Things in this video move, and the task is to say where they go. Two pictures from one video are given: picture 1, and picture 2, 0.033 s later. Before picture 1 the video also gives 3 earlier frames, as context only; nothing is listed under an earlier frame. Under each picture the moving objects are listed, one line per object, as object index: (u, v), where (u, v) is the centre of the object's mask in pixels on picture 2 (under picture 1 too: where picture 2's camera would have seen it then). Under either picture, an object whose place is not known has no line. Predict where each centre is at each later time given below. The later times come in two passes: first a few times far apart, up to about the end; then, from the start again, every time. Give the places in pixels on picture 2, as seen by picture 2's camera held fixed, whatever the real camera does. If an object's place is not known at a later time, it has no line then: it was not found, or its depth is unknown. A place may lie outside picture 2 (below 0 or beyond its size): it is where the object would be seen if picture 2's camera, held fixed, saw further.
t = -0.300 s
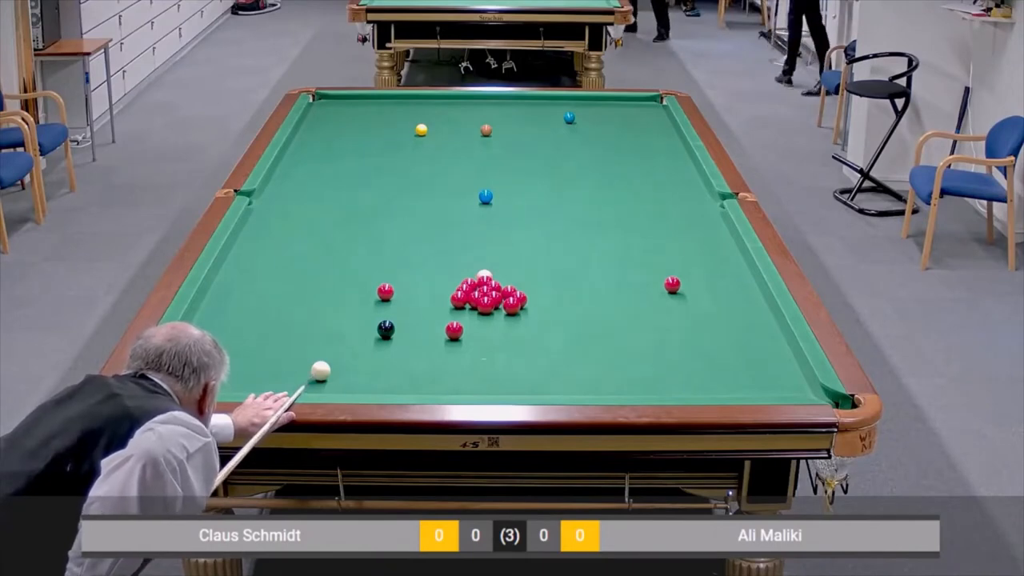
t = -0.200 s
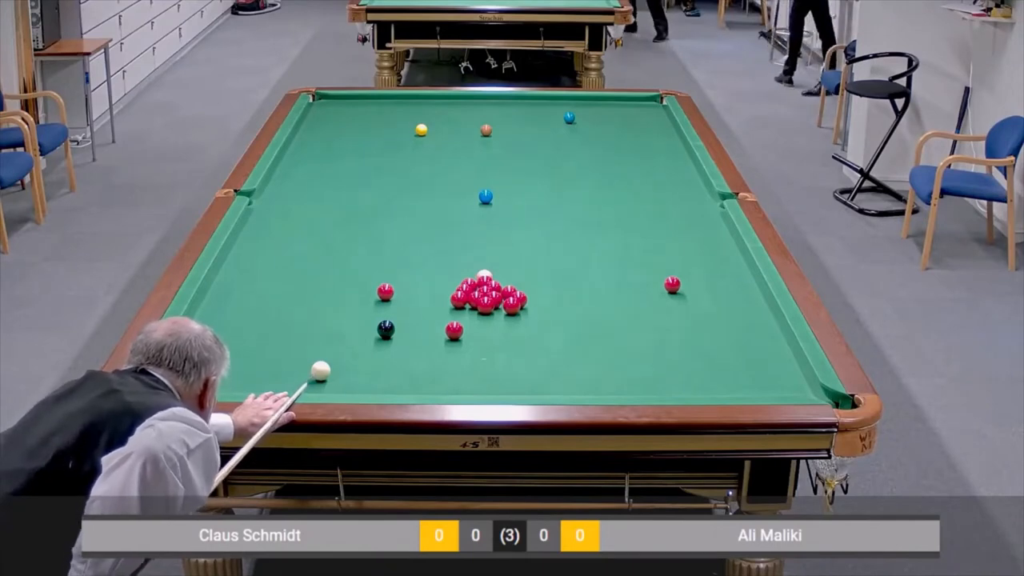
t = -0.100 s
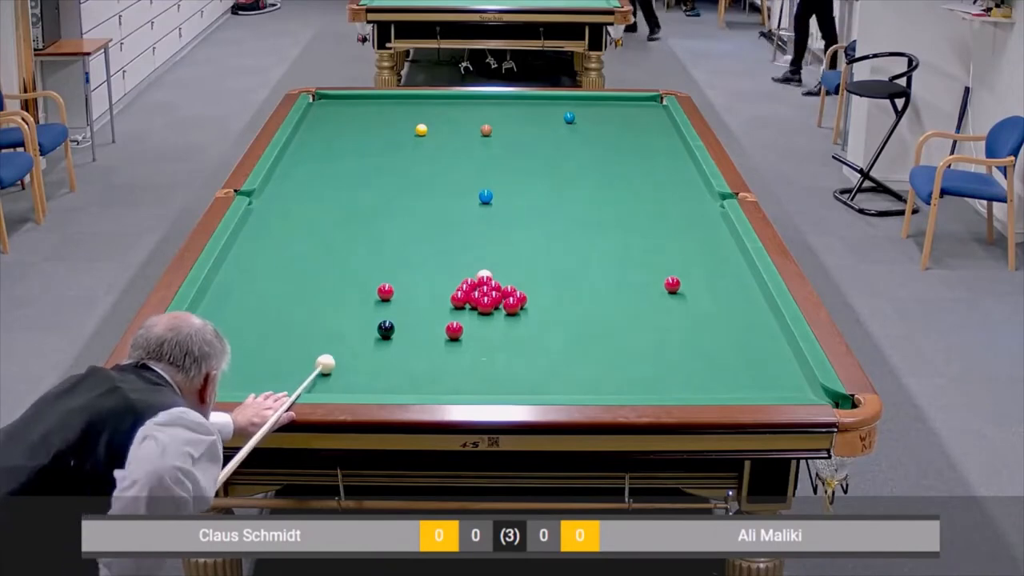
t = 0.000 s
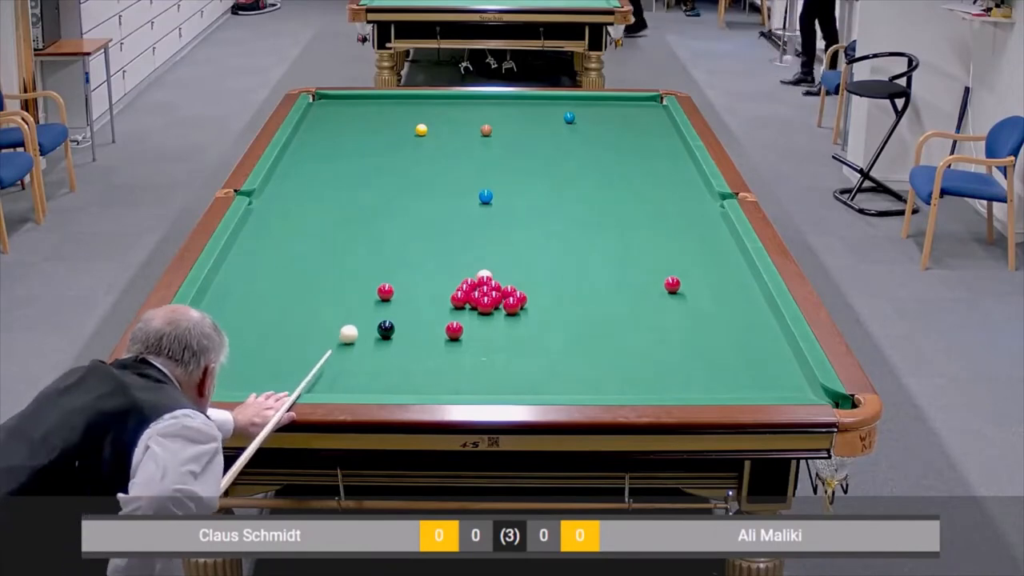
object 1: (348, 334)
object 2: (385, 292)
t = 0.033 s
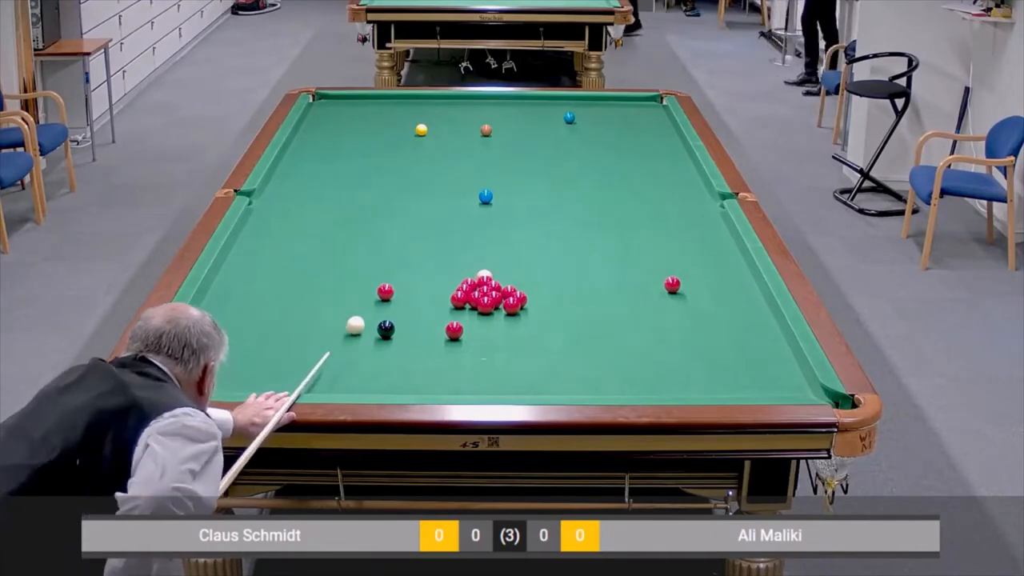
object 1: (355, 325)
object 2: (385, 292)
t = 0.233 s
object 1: (368, 295)
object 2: (408, 276)
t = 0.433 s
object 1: (356, 283)
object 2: (450, 247)
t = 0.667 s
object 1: (349, 266)
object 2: (486, 222)
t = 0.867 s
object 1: (343, 254)
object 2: (513, 204)
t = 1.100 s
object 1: (338, 240)
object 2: (542, 185)
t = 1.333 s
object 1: (332, 228)
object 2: (567, 168)
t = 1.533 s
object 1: (328, 218)
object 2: (586, 155)
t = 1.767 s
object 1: (324, 208)
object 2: (607, 141)
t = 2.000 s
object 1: (320, 198)
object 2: (626, 129)
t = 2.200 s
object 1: (317, 191)
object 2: (640, 119)
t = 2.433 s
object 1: (313, 183)
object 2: (656, 109)
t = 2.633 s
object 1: (310, 177)
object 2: (653, 101)
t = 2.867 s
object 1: (307, 170)
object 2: (653, 102)
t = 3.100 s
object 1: (305, 164)
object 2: (657, 107)
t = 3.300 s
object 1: (303, 159)
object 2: (661, 111)
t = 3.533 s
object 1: (300, 154)
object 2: (665, 116)
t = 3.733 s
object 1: (299, 150)
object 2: (668, 120)
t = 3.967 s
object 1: (297, 146)
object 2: (672, 125)
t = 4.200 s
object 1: (295, 142)
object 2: (674, 129)
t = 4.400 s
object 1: (294, 139)
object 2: (675, 133)
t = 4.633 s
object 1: (294, 136)
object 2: (676, 137)
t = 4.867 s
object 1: (297, 134)
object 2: (677, 141)
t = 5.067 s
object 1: (299, 132)
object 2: (677, 144)
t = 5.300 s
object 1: (301, 130)
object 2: (678, 147)
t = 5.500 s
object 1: (303, 128)
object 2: (679, 150)
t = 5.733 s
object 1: (304, 127)
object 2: (680, 153)
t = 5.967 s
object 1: (306, 126)
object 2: (681, 156)
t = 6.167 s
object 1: (307, 125)
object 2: (682, 158)
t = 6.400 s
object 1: (308, 124)
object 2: (683, 160)
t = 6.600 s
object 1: (308, 124)
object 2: (683, 162)
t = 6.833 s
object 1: (309, 124)
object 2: (684, 163)
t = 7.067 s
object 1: (309, 124)
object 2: (684, 165)
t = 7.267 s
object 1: (309, 124)
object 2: (684, 165)
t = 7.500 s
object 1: (309, 124)
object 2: (684, 166)
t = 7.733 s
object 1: (309, 124)
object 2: (685, 166)
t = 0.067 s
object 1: (362, 317)
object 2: (385, 292)
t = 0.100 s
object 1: (368, 309)
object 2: (385, 292)
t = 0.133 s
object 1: (374, 301)
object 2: (386, 291)
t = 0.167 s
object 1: (374, 297)
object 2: (391, 288)
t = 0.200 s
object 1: (371, 296)
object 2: (400, 282)
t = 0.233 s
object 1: (368, 295)
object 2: (408, 276)
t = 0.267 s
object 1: (365, 293)
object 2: (417, 270)
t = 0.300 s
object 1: (363, 291)
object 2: (424, 265)
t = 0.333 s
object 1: (360, 289)
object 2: (431, 260)
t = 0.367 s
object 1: (359, 287)
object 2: (438, 256)
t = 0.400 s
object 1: (357, 285)
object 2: (444, 251)
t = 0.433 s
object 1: (356, 283)
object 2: (450, 247)
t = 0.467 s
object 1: (355, 280)
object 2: (456, 243)
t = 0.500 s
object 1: (354, 278)
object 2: (461, 239)
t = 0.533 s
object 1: (353, 276)
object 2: (466, 236)
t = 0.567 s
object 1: (352, 273)
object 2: (472, 232)
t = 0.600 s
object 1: (351, 271)
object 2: (476, 229)
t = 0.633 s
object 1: (350, 269)
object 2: (481, 226)
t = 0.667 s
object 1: (349, 266)
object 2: (486, 222)
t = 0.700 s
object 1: (348, 264)
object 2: (491, 219)
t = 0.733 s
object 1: (347, 262)
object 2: (496, 216)
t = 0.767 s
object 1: (346, 260)
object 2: (500, 213)
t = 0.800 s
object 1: (346, 258)
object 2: (505, 210)
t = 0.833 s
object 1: (345, 255)
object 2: (509, 207)
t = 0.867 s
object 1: (343, 254)
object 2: (513, 204)
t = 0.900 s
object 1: (343, 252)
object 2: (518, 201)
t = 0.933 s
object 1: (342, 250)
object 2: (522, 198)
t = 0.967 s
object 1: (341, 248)
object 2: (526, 196)
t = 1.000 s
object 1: (340, 245)
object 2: (530, 193)
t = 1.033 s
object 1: (340, 244)
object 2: (534, 191)
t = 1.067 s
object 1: (339, 242)
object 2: (538, 188)
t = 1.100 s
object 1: (338, 240)
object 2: (542, 185)
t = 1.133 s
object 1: (337, 238)
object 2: (546, 183)
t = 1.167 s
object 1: (336, 236)
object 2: (549, 180)
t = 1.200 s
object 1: (335, 235)
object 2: (553, 177)
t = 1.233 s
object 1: (335, 233)
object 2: (556, 175)
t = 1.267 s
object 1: (334, 231)
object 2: (560, 173)
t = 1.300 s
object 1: (333, 229)
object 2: (564, 170)
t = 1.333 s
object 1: (332, 228)
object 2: (567, 168)
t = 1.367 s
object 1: (332, 226)
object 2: (570, 166)
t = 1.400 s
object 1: (331, 224)
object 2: (574, 163)
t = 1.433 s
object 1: (330, 223)
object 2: (577, 161)
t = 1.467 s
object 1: (330, 221)
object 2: (580, 160)
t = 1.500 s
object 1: (329, 219)
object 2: (584, 157)
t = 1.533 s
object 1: (328, 218)
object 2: (586, 155)
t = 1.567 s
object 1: (327, 216)
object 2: (590, 153)
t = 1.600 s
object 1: (327, 215)
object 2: (593, 151)
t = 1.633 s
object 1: (327, 213)
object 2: (596, 149)
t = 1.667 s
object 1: (326, 212)
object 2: (599, 147)
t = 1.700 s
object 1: (325, 210)
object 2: (601, 145)
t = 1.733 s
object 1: (324, 209)
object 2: (604, 143)
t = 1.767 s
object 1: (324, 208)
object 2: (607, 141)
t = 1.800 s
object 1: (323, 206)
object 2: (610, 139)
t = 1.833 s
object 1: (323, 205)
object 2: (613, 137)
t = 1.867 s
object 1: (322, 203)
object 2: (615, 136)
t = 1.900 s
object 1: (321, 202)
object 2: (618, 134)
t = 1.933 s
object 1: (321, 201)
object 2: (621, 132)
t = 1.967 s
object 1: (321, 199)
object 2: (623, 131)
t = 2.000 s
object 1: (320, 198)
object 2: (626, 129)
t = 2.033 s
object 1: (319, 197)
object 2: (628, 127)
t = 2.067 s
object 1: (319, 196)
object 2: (631, 126)
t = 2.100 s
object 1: (318, 194)
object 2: (633, 124)
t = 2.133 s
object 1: (318, 193)
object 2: (636, 122)
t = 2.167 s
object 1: (317, 192)
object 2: (638, 121)
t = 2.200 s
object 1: (317, 191)
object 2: (640, 119)
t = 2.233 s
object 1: (316, 190)
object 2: (643, 117)
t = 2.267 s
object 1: (316, 188)
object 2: (645, 116)
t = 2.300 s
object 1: (315, 187)
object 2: (647, 114)
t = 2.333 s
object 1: (314, 186)
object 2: (649, 113)
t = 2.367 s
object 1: (314, 185)
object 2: (652, 112)
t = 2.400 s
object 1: (314, 184)
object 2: (654, 110)
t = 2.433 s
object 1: (313, 183)
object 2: (656, 109)
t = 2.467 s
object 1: (312, 182)
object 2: (658, 107)
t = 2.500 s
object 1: (312, 181)
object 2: (660, 105)
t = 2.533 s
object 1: (312, 180)
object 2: (661, 104)
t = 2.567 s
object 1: (311, 179)
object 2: (658, 103)
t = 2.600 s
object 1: (311, 178)
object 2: (656, 102)
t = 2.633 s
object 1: (310, 177)
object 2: (653, 101)
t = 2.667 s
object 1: (310, 176)
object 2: (651, 100)
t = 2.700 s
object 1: (310, 175)
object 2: (649, 98)
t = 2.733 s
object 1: (309, 174)
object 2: (650, 99)
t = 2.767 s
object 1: (309, 173)
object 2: (651, 100)
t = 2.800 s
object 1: (308, 172)
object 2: (652, 101)
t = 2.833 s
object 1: (308, 171)
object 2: (652, 101)
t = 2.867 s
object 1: (307, 170)
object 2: (653, 102)
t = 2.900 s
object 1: (307, 169)
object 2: (654, 103)
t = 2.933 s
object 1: (307, 168)
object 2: (654, 104)
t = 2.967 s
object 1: (306, 168)
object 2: (655, 104)
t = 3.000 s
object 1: (306, 167)
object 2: (655, 105)
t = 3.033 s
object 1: (305, 166)
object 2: (656, 106)
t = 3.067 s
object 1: (305, 165)
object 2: (656, 106)
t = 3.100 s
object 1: (305, 164)
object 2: (657, 107)
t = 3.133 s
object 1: (304, 163)
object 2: (658, 107)
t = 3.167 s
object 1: (304, 163)
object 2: (658, 108)
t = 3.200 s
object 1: (303, 162)
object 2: (659, 109)
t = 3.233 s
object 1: (303, 161)
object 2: (660, 110)
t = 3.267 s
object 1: (303, 160)
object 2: (660, 110)
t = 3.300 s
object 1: (303, 159)
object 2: (661, 111)
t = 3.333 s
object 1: (302, 159)
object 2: (661, 112)
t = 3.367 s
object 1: (302, 158)
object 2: (662, 113)
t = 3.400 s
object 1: (301, 157)
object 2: (662, 113)
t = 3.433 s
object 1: (301, 156)
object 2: (663, 114)
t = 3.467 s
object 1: (301, 156)
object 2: (664, 115)
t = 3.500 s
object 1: (301, 155)
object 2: (664, 115)
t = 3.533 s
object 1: (300, 154)
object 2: (665, 116)
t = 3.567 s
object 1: (300, 154)
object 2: (666, 117)
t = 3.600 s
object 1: (300, 153)
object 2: (666, 118)
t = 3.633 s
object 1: (300, 152)
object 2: (667, 118)
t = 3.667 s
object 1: (299, 152)
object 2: (668, 119)
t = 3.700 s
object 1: (299, 151)
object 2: (668, 120)
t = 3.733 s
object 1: (299, 150)
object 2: (668, 120)
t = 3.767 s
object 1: (298, 150)
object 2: (669, 121)
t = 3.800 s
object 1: (298, 149)
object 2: (670, 122)
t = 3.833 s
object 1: (298, 149)
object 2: (670, 122)
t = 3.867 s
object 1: (298, 148)
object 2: (671, 123)
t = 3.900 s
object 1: (297, 148)
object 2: (671, 124)
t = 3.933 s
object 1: (297, 147)
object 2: (672, 124)
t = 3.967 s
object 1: (297, 146)
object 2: (672, 125)
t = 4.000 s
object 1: (296, 146)
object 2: (673, 126)
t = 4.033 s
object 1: (296, 145)
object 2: (673, 126)
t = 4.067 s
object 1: (296, 145)
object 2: (673, 127)
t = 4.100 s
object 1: (295, 144)
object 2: (673, 127)
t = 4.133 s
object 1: (295, 144)
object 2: (673, 128)
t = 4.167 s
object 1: (295, 143)
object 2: (674, 129)
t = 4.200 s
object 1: (295, 142)
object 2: (674, 129)
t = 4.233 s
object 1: (295, 142)
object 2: (674, 130)
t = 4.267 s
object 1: (294, 141)
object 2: (674, 130)
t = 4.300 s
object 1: (294, 141)
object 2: (674, 131)
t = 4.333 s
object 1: (294, 140)
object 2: (675, 131)
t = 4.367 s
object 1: (294, 140)
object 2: (675, 132)
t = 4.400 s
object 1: (294, 139)
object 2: (675, 133)
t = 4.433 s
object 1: (294, 139)
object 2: (675, 133)
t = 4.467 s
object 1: (293, 138)
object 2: (675, 134)
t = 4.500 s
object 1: (293, 138)
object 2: (675, 134)
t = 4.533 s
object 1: (293, 138)
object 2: (675, 135)
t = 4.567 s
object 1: (293, 137)
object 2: (676, 136)
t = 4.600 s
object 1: (294, 137)
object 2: (676, 136)
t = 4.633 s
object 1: (294, 136)
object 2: (676, 137)
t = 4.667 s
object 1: (294, 136)
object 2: (676, 137)
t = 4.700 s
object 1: (295, 136)
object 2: (676, 138)
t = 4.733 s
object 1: (295, 135)
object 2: (676, 139)
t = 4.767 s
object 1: (295, 135)
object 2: (676, 139)
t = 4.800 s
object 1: (296, 134)
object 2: (676, 140)
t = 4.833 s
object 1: (297, 134)
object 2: (677, 140)
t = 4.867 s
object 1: (297, 134)
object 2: (677, 141)
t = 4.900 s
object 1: (297, 134)
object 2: (677, 141)
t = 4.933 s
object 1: (297, 133)
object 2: (677, 142)
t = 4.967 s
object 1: (298, 133)
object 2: (677, 142)
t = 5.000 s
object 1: (298, 132)
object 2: (677, 143)
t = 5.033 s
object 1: (298, 132)
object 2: (677, 143)
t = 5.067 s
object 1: (299, 132)
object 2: (677, 144)
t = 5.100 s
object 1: (299, 132)
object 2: (677, 144)
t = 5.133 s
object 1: (299, 131)
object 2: (677, 145)
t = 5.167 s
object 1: (300, 131)
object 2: (678, 145)
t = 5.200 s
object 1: (300, 131)
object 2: (678, 146)
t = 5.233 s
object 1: (300, 131)
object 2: (678, 146)
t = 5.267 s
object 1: (301, 130)
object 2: (678, 147)
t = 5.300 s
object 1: (301, 130)
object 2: (678, 147)
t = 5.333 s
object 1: (301, 130)
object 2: (678, 148)
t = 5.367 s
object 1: (302, 129)
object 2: (678, 148)
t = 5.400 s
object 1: (302, 129)
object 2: (678, 148)
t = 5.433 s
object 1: (302, 129)
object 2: (679, 149)
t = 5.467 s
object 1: (303, 129)
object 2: (679, 149)
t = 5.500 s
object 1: (303, 128)
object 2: (679, 150)
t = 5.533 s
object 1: (303, 128)
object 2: (679, 150)
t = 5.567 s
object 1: (304, 128)
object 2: (680, 150)
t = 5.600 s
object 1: (304, 128)
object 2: (680, 149)
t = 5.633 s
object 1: (304, 127)
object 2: (680, 149)
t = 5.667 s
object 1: (304, 127)
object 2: (679, 151)
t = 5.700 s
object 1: (304, 127)
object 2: (680, 153)
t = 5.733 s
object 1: (304, 127)
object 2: (680, 153)
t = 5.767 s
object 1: (305, 127)
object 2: (680, 153)
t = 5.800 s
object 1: (305, 127)
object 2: (680, 154)
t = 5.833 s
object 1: (305, 126)
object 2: (680, 154)
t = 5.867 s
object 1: (305, 126)
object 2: (680, 154)
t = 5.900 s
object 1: (305, 126)
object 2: (681, 155)
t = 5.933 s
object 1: (306, 126)
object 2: (681, 155)
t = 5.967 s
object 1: (306, 126)
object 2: (681, 156)
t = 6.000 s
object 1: (306, 126)
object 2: (681, 156)
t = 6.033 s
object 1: (306, 125)
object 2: (681, 156)
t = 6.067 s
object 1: (306, 125)
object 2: (681, 157)
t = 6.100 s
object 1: (307, 125)
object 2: (682, 157)
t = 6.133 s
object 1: (307, 125)
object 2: (682, 157)
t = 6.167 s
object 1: (307, 125)
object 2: (682, 158)
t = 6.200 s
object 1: (307, 125)
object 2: (682, 158)
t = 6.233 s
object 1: (307, 125)
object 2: (682, 158)
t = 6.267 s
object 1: (307, 124)
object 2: (682, 159)
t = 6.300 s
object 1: (307, 124)
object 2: (682, 159)
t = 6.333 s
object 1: (307, 124)
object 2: (682, 159)
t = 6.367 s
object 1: (308, 124)
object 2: (682, 159)
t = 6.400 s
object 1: (308, 124)
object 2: (683, 160)
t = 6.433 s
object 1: (308, 124)
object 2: (683, 160)
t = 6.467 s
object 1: (308, 124)
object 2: (683, 160)
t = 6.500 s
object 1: (308, 124)
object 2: (683, 161)
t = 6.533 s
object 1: (308, 124)
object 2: (683, 161)
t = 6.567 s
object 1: (308, 124)
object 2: (683, 161)
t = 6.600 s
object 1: (308, 124)
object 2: (683, 162)
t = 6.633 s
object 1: (308, 124)
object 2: (683, 162)
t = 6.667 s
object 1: (308, 124)
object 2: (683, 162)
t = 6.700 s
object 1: (308, 124)
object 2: (683, 162)
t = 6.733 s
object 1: (308, 124)
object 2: (683, 162)
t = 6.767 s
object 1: (308, 123)
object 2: (684, 163)
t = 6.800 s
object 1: (309, 124)
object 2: (684, 163)
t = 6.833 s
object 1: (309, 124)
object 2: (684, 163)
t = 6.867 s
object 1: (309, 124)
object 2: (684, 163)
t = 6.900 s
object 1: (309, 123)
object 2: (684, 164)
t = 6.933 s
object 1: (309, 124)
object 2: (684, 164)
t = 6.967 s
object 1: (309, 123)
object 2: (684, 164)
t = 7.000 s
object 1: (309, 124)
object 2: (684, 164)
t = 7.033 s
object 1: (309, 123)
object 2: (684, 164)
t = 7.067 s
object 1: (309, 124)
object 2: (684, 165)
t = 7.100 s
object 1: (309, 124)
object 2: (684, 165)
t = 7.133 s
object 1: (309, 123)
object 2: (684, 165)
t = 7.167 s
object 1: (309, 123)
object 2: (684, 165)
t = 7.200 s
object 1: (309, 123)
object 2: (684, 165)
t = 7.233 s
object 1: (309, 124)
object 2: (684, 165)
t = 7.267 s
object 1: (309, 124)
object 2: (684, 165)
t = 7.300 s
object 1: (309, 124)
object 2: (684, 165)
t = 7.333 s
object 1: (309, 124)
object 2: (684, 165)
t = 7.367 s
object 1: (309, 124)
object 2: (684, 165)
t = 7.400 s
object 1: (309, 124)
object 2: (684, 166)
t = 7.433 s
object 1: (309, 124)
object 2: (684, 166)
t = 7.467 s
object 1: (309, 124)
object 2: (684, 166)
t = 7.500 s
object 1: (309, 124)
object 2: (684, 166)
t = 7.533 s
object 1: (309, 124)
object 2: (684, 166)
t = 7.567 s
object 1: (309, 124)
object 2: (684, 166)
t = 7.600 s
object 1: (309, 124)
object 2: (684, 166)
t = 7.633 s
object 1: (309, 124)
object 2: (684, 166)
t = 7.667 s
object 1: (309, 124)
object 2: (684, 166)
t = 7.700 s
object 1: (309, 124)
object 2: (685, 166)
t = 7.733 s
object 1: (309, 124)
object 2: (685, 166)
